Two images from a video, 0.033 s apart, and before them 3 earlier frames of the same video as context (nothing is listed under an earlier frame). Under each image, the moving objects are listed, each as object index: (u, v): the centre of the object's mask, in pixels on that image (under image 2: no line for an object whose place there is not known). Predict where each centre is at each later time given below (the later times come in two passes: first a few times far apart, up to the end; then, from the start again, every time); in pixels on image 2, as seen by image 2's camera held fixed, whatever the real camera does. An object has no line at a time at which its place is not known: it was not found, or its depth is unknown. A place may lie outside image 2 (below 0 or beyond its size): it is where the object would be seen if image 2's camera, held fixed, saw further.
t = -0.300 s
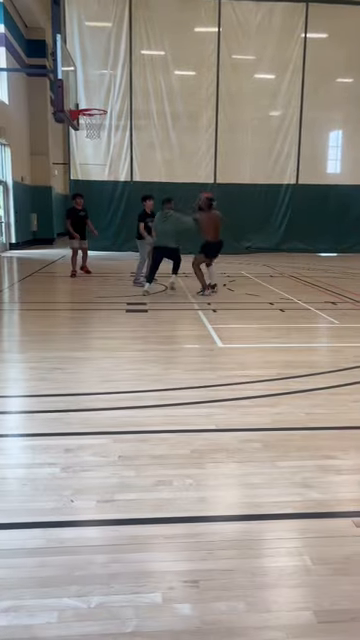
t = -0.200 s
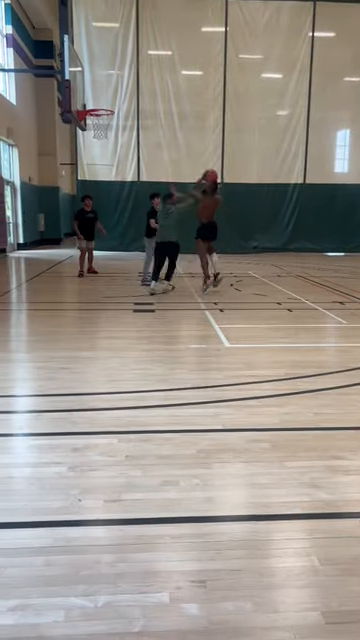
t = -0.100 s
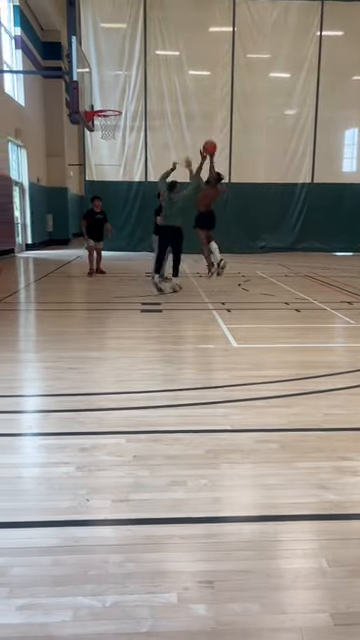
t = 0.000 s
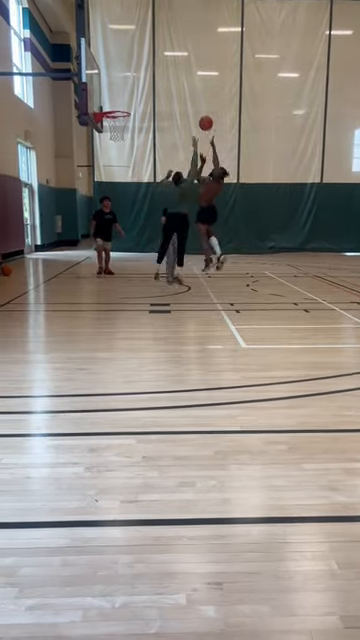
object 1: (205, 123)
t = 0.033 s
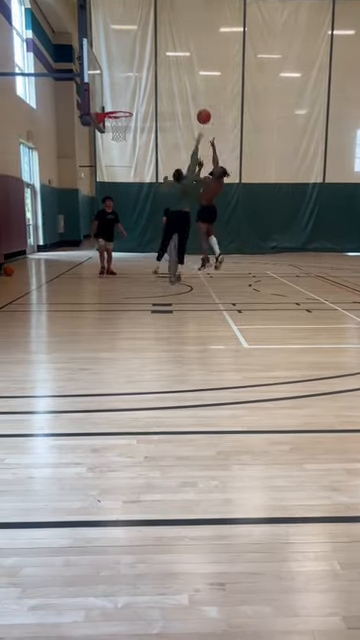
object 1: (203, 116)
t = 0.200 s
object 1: (183, 92)
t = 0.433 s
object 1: (154, 88)
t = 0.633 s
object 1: (135, 106)
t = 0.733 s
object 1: (140, 101)
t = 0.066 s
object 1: (200, 110)
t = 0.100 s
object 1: (195, 104)
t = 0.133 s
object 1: (191, 100)
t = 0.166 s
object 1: (187, 96)
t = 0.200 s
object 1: (183, 92)
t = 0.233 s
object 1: (179, 90)
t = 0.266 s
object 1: (174, 88)
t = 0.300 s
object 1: (170, 87)
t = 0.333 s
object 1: (166, 86)
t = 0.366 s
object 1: (163, 86)
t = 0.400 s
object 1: (158, 87)
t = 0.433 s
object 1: (154, 88)
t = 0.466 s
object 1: (150, 90)
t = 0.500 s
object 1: (146, 94)
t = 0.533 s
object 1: (142, 97)
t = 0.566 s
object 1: (138, 101)
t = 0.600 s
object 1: (135, 105)
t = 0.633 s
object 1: (135, 106)
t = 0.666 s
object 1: (137, 103)
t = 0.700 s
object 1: (138, 102)
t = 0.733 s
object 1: (140, 101)
